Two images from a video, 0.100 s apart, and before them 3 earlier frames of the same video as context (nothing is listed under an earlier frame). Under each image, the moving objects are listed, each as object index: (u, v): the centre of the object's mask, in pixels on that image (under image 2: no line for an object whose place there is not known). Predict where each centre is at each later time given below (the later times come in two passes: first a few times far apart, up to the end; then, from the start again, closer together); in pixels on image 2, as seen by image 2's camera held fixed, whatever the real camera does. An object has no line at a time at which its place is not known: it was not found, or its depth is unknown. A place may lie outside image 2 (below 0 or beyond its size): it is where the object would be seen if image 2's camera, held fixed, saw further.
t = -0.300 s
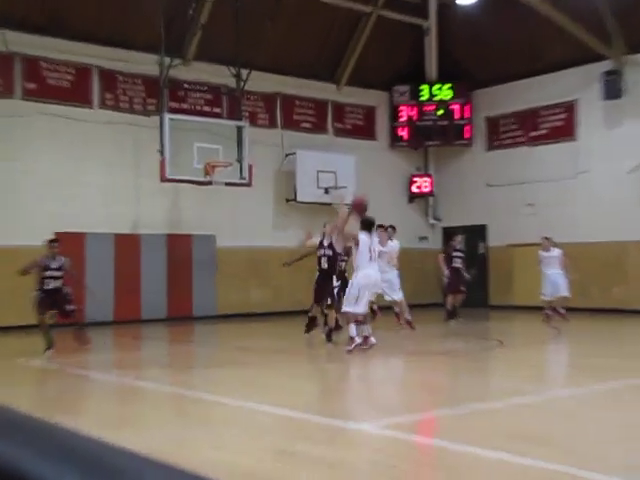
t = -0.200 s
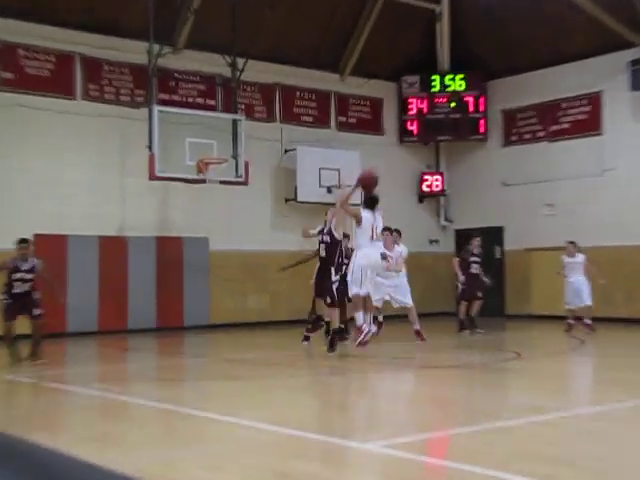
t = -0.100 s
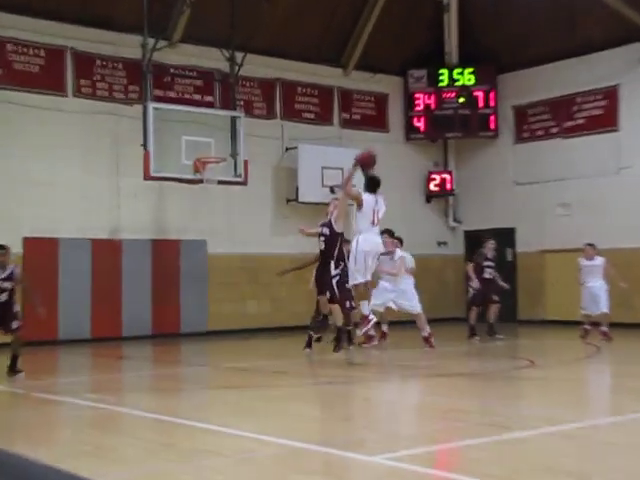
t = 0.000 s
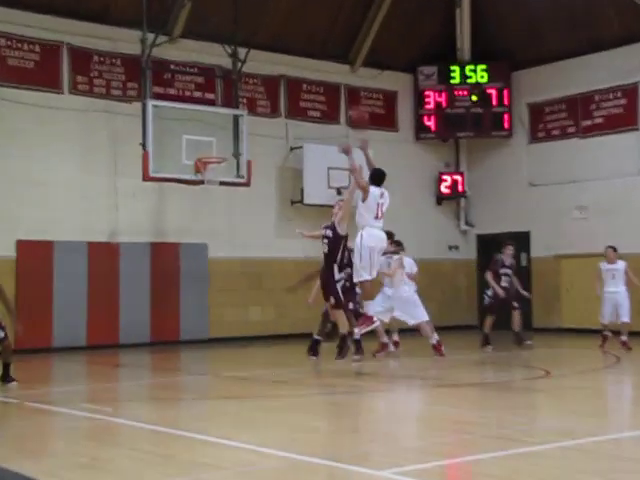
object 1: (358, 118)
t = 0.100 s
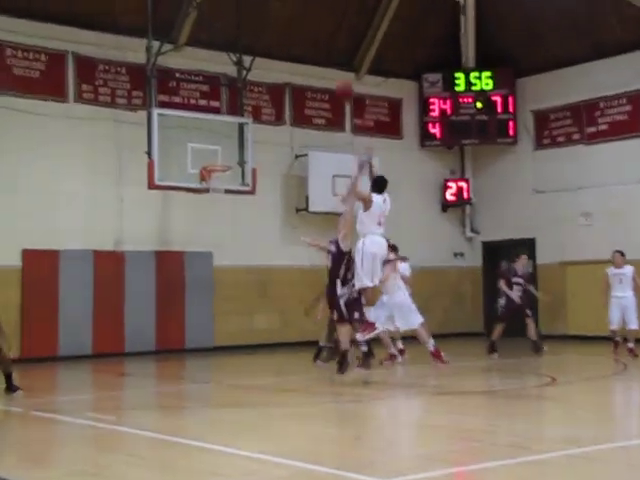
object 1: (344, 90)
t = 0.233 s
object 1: (321, 59)
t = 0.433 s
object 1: (292, 42)
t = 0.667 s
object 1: (263, 58)
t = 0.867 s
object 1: (241, 96)
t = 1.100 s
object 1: (221, 161)
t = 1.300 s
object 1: (214, 156)
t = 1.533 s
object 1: (214, 160)
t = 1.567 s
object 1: (214, 164)
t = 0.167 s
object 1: (332, 71)
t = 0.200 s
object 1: (326, 65)
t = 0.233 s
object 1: (321, 59)
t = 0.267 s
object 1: (316, 55)
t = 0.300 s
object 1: (310, 51)
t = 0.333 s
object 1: (305, 46)
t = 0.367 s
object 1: (301, 44)
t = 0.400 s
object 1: (296, 43)
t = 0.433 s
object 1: (292, 42)
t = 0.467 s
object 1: (287, 42)
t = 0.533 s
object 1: (279, 45)
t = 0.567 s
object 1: (275, 47)
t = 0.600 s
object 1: (270, 48)
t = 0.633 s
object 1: (267, 54)
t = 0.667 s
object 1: (263, 58)
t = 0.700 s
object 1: (259, 63)
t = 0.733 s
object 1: (255, 69)
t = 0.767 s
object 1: (252, 74)
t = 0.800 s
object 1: (247, 80)
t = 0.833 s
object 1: (244, 89)
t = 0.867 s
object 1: (241, 96)
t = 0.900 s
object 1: (237, 104)
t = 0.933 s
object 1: (234, 117)
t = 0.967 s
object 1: (233, 128)
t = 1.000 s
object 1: (230, 137)
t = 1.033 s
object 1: (227, 147)
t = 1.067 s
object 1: (224, 158)
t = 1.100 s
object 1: (221, 161)
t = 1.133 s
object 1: (218, 165)
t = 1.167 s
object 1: (215, 165)
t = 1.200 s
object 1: (215, 163)
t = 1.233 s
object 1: (215, 160)
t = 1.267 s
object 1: (215, 158)
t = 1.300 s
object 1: (214, 156)
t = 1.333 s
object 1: (215, 155)
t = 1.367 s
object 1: (214, 154)
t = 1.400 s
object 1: (215, 154)
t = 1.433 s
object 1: (214, 154)
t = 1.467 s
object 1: (214, 155)
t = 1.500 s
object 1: (214, 158)
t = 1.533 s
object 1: (214, 160)
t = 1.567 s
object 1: (214, 164)
